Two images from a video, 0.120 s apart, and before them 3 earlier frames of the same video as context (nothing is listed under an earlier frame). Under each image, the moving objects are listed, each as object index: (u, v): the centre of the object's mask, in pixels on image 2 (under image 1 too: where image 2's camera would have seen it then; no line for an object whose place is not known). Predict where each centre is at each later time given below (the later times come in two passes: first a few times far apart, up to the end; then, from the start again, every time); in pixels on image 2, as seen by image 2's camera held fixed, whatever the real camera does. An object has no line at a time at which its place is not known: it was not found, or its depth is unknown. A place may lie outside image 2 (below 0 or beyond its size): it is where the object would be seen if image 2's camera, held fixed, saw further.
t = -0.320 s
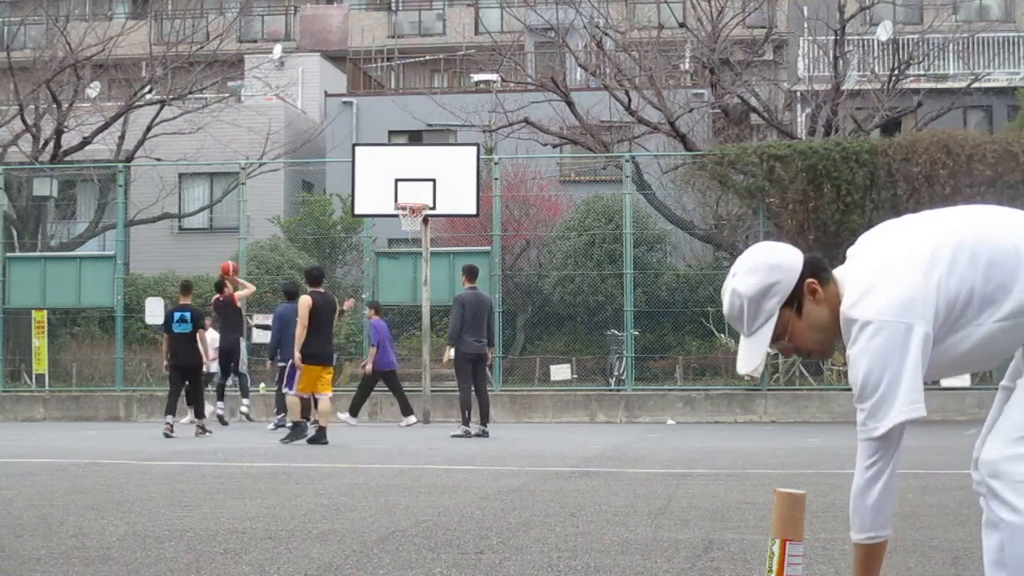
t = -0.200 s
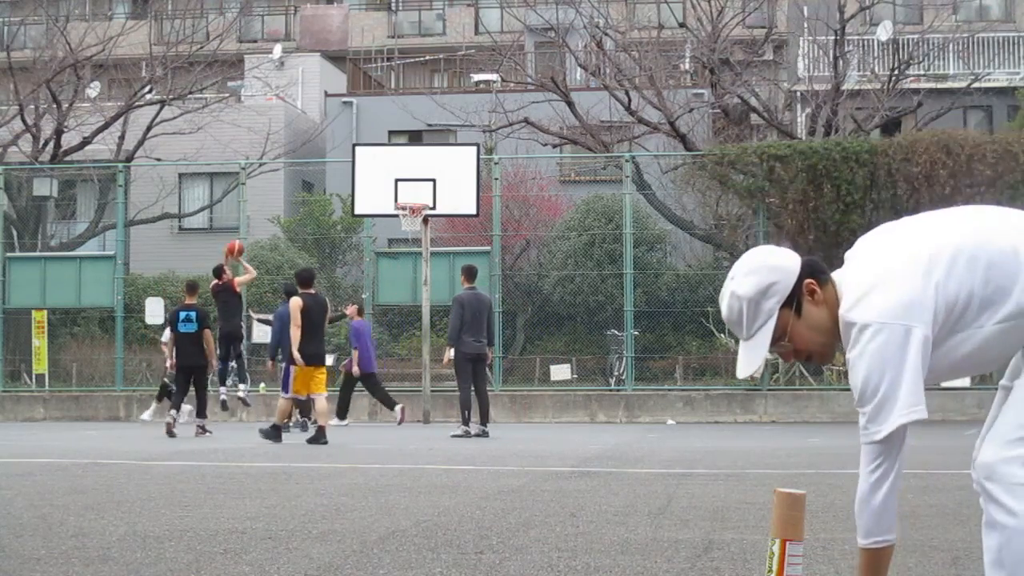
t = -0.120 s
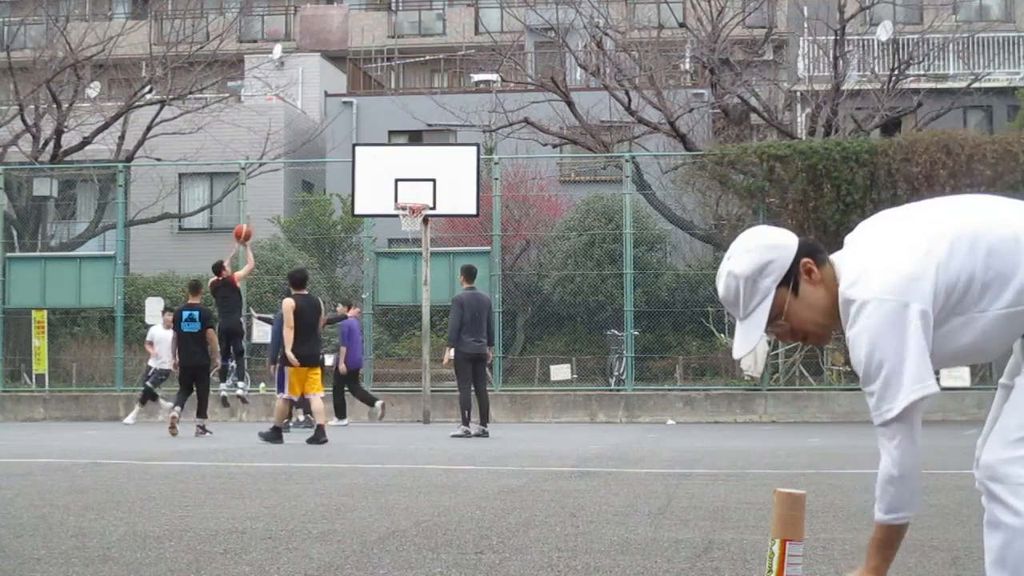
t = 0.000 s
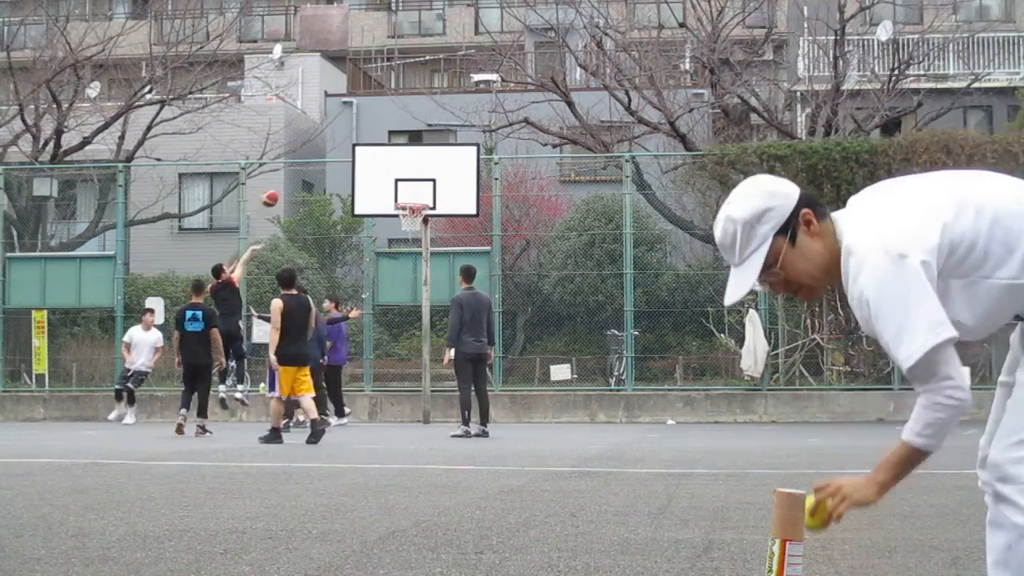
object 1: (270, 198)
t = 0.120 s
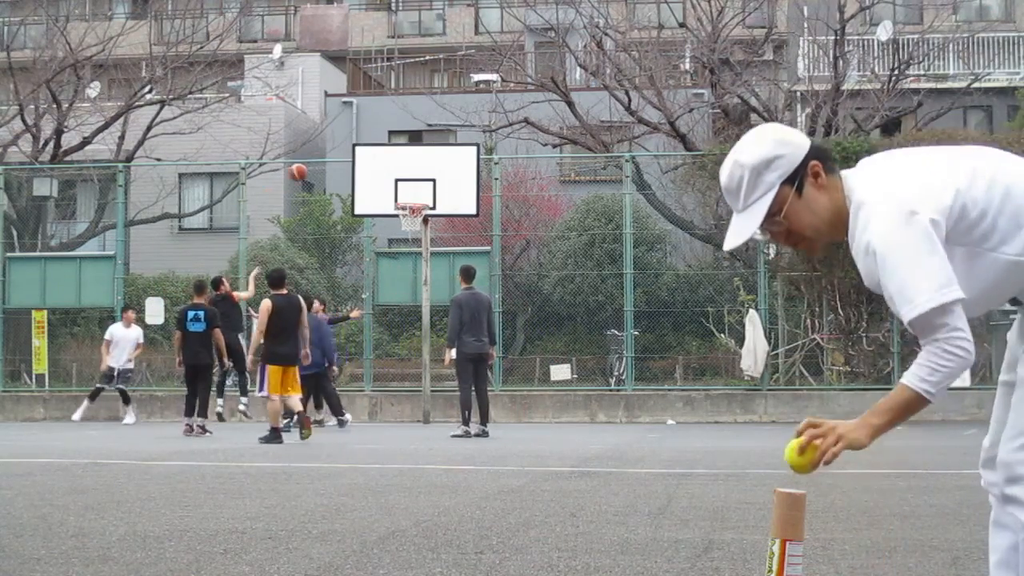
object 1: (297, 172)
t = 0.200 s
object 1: (316, 161)
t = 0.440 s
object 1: (371, 155)
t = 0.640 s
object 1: (394, 179)
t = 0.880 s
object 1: (411, 183)
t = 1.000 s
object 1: (418, 185)
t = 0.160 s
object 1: (307, 166)
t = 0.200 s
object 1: (316, 161)
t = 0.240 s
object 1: (326, 157)
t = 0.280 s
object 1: (335, 154)
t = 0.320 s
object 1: (345, 153)
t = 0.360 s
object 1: (353, 152)
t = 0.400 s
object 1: (362, 153)
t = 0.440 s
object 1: (371, 155)
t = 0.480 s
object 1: (378, 159)
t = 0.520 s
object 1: (382, 162)
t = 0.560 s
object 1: (386, 166)
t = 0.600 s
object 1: (390, 172)
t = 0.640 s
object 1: (394, 179)
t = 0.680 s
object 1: (398, 187)
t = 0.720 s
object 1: (402, 195)
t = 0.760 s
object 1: (404, 191)
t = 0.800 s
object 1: (406, 186)
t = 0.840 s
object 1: (408, 184)
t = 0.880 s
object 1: (411, 183)
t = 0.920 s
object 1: (413, 182)
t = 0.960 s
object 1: (416, 183)
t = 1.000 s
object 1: (418, 185)
